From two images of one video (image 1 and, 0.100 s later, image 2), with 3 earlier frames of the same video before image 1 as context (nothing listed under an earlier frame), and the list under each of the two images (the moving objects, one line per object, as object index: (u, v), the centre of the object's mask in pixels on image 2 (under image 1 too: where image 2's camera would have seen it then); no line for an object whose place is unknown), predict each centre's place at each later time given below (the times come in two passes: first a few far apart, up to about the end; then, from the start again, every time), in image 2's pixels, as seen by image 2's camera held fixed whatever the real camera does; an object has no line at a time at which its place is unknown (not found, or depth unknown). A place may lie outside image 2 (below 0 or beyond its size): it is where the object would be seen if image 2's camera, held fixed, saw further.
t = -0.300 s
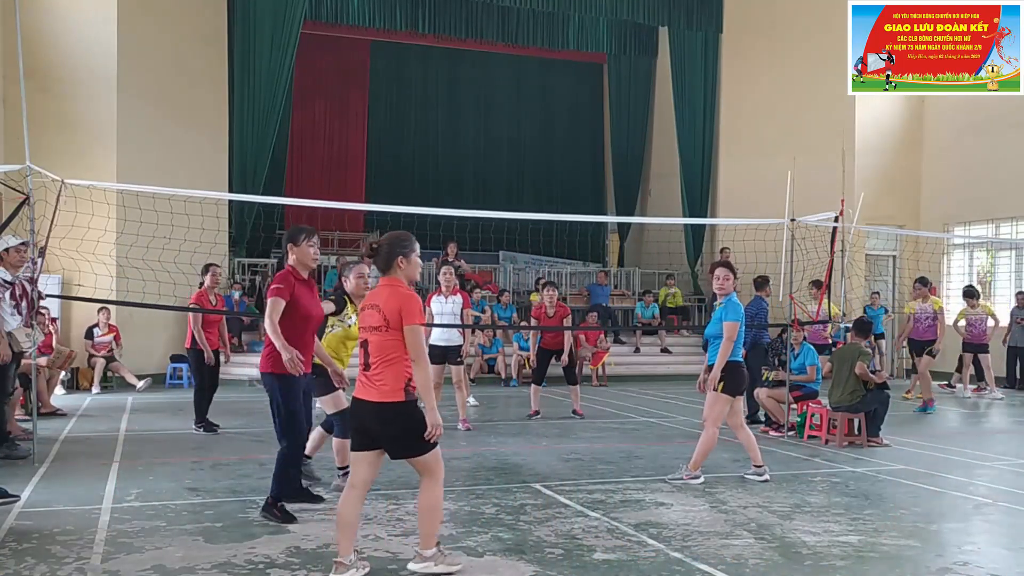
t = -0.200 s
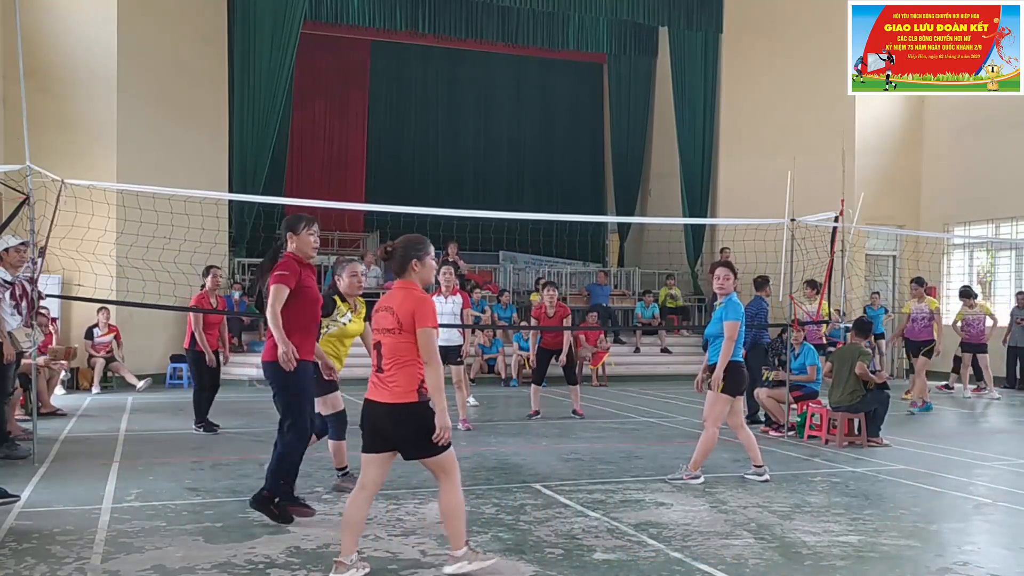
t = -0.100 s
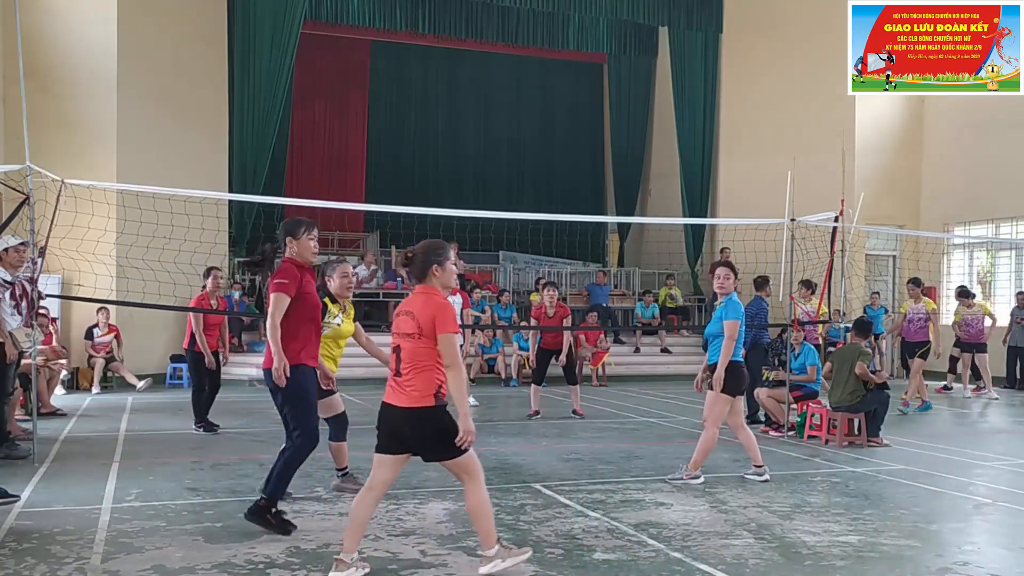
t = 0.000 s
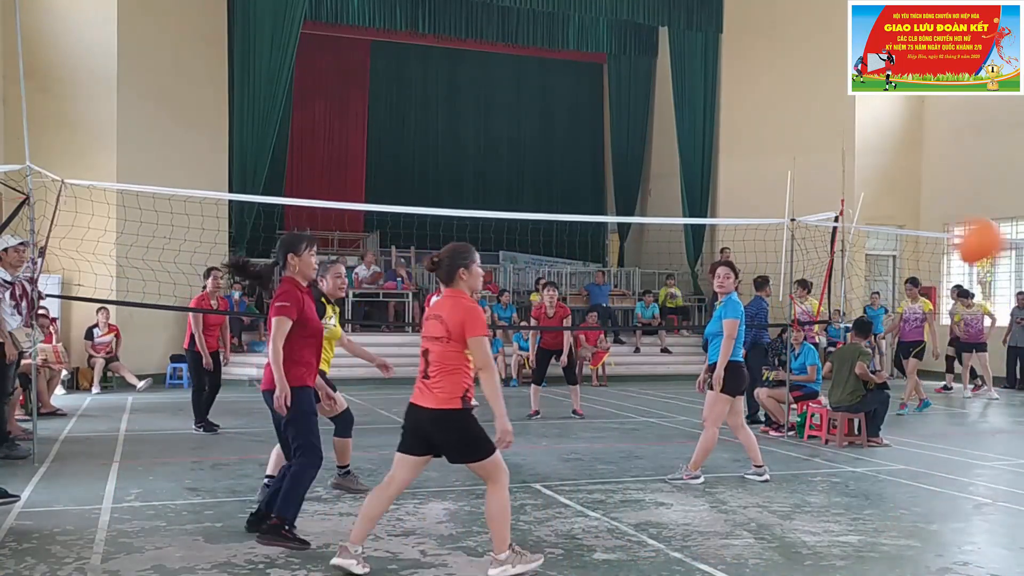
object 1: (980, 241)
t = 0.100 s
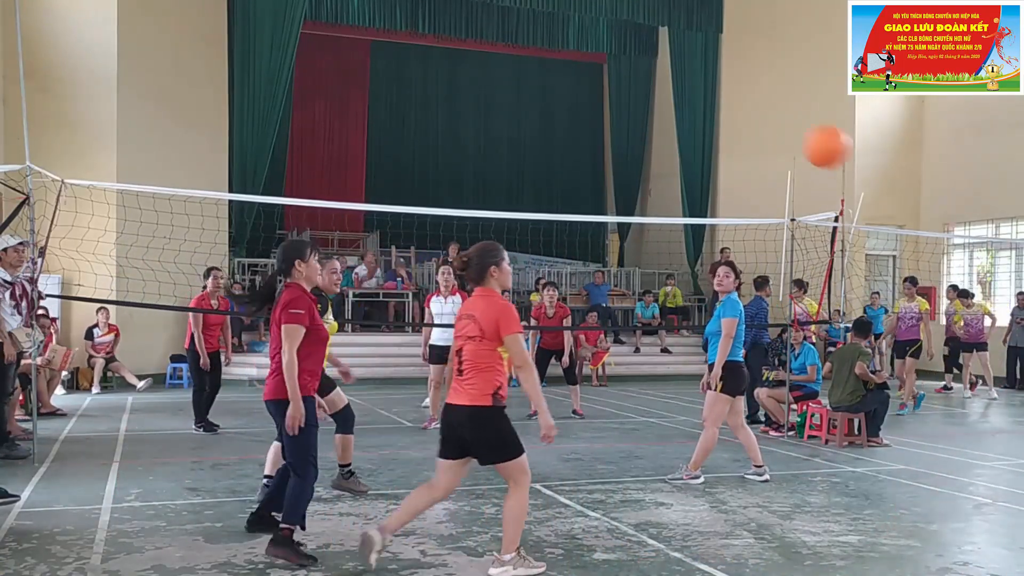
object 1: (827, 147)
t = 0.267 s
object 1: (649, 74)
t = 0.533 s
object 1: (477, 66)
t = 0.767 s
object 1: (384, 127)
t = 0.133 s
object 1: (786, 125)
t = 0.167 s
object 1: (746, 108)
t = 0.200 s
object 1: (710, 93)
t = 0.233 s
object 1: (680, 83)
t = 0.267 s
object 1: (649, 74)
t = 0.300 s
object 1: (622, 67)
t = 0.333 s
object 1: (597, 62)
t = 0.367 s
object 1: (573, 59)
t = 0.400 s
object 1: (551, 57)
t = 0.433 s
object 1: (531, 57)
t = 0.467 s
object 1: (512, 58)
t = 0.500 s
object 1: (494, 61)
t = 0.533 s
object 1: (477, 66)
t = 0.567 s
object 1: (461, 71)
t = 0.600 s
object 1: (446, 78)
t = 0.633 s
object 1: (432, 86)
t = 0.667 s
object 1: (419, 95)
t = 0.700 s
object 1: (407, 105)
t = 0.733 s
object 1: (395, 115)
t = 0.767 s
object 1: (384, 127)
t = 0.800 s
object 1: (373, 139)
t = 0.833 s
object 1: (363, 152)
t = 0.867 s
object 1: (353, 166)
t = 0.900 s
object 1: (344, 180)
